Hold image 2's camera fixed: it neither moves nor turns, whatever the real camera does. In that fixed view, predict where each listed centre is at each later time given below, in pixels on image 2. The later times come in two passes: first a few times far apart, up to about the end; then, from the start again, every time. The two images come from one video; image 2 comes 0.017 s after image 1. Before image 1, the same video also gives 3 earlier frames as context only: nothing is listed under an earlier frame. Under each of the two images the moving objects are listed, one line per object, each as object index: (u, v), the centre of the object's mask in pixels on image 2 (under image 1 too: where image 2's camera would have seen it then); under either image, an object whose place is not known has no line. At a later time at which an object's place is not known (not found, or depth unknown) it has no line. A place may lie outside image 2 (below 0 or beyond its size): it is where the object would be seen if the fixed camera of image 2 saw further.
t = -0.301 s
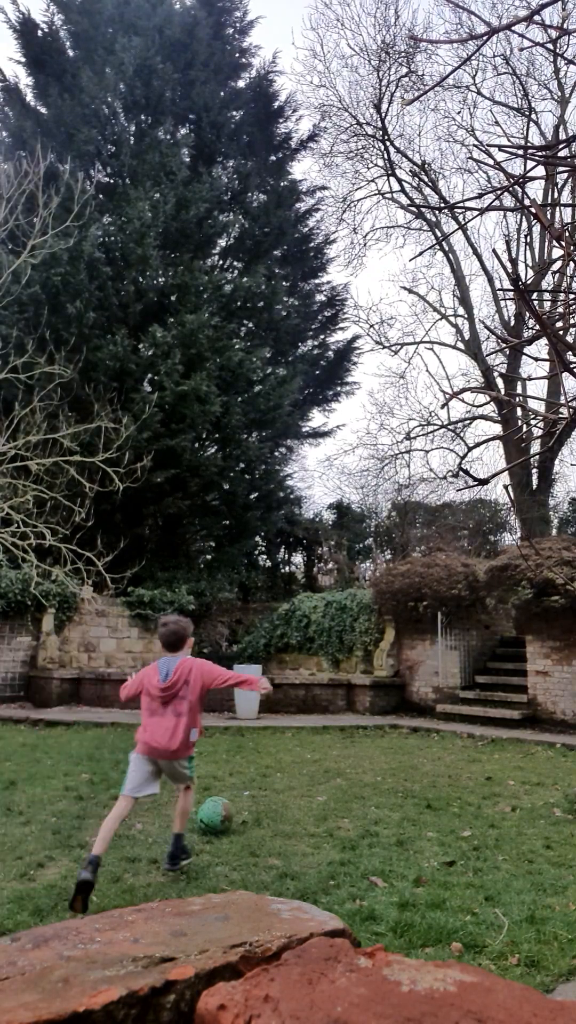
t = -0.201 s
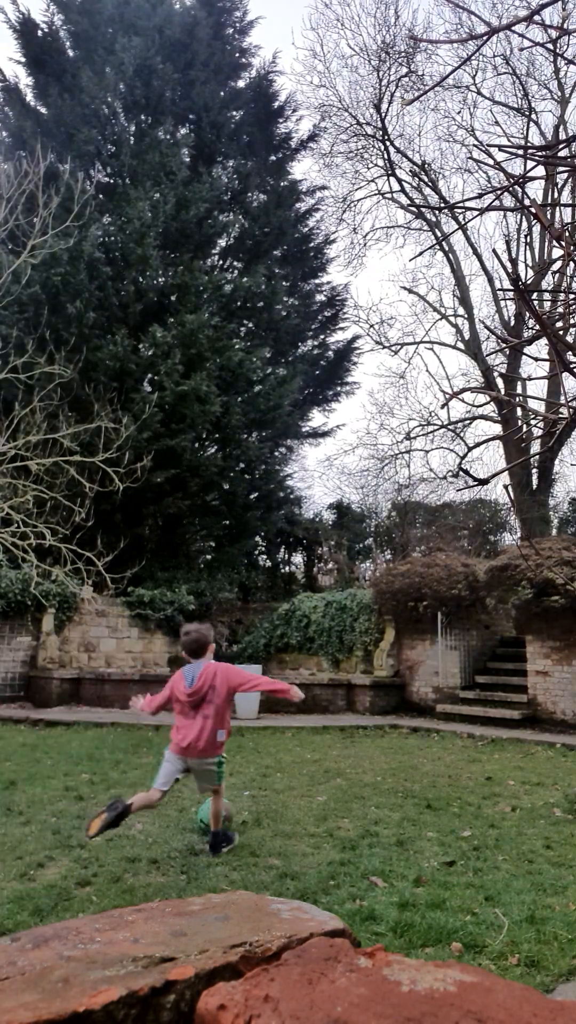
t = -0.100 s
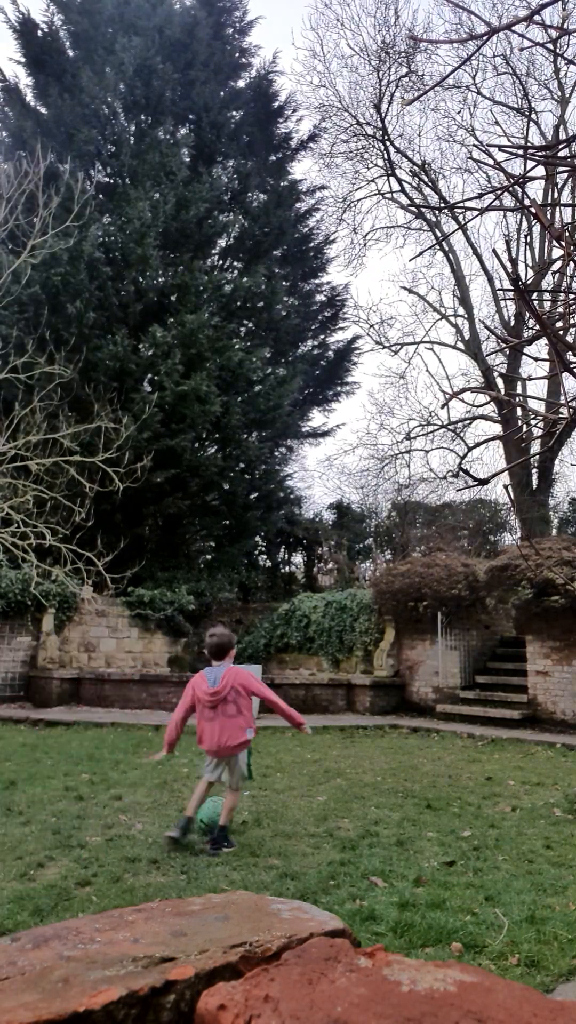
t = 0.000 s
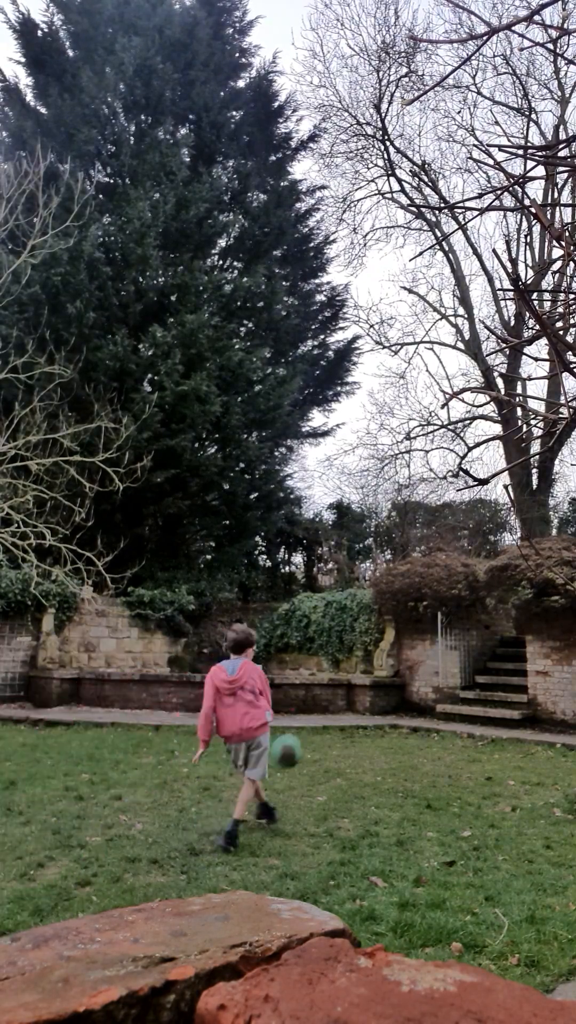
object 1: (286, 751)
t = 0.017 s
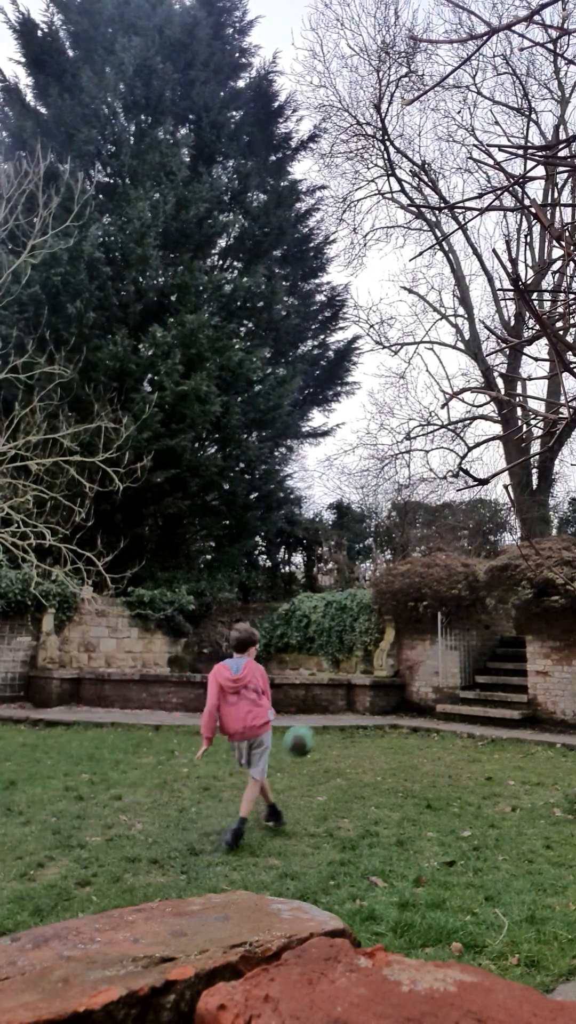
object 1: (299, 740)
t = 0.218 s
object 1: (411, 671)
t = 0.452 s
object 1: (494, 665)
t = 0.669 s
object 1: (463, 690)
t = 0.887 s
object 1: (361, 699)
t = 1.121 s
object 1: (285, 694)
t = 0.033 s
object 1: (311, 730)
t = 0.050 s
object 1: (323, 721)
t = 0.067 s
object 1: (334, 714)
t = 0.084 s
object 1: (344, 707)
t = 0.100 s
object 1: (355, 700)
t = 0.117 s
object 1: (364, 694)
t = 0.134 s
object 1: (372, 688)
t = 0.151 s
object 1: (381, 684)
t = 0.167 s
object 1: (389, 680)
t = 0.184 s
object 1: (396, 677)
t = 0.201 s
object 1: (405, 674)
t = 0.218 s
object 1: (411, 671)
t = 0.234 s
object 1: (418, 669)
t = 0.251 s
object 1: (426, 667)
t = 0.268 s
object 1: (432, 665)
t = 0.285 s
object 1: (439, 664)
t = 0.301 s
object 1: (444, 663)
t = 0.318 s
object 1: (453, 662)
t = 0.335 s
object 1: (458, 662)
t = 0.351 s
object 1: (463, 661)
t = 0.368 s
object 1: (469, 662)
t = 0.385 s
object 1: (474, 662)
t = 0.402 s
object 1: (479, 662)
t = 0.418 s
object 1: (484, 663)
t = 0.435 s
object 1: (489, 664)
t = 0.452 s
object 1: (494, 665)
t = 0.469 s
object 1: (498, 667)
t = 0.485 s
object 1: (503, 668)
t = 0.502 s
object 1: (507, 669)
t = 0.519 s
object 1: (512, 671)
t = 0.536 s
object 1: (517, 674)
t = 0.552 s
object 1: (520, 675)
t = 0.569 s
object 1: (522, 677)
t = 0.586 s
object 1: (514, 678)
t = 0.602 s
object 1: (503, 681)
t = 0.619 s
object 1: (493, 683)
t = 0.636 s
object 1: (483, 684)
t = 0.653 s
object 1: (473, 687)
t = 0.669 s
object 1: (463, 690)
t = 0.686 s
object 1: (453, 692)
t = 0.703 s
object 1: (444, 696)
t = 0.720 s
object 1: (434, 698)
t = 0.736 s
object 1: (425, 701)
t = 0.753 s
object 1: (416, 705)
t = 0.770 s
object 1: (407, 709)
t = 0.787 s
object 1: (398, 712)
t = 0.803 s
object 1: (392, 710)
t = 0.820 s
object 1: (385, 707)
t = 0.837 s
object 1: (378, 705)
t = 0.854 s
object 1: (372, 702)
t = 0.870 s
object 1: (366, 701)
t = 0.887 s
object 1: (361, 699)
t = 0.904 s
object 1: (355, 697)
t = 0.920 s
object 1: (348, 696)
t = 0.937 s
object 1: (342, 695)
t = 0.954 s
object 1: (336, 694)
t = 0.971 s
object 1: (330, 693)
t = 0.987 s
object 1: (325, 693)
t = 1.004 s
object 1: (320, 693)
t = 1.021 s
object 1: (314, 693)
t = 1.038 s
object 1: (308, 693)
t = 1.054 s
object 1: (302, 694)
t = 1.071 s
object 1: (296, 694)
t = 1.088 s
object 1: (291, 695)
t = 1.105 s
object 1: (288, 695)
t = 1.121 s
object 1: (285, 694)
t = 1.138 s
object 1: (282, 694)
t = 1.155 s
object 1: (279, 695)
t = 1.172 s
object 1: (276, 695)
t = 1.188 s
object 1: (273, 695)
